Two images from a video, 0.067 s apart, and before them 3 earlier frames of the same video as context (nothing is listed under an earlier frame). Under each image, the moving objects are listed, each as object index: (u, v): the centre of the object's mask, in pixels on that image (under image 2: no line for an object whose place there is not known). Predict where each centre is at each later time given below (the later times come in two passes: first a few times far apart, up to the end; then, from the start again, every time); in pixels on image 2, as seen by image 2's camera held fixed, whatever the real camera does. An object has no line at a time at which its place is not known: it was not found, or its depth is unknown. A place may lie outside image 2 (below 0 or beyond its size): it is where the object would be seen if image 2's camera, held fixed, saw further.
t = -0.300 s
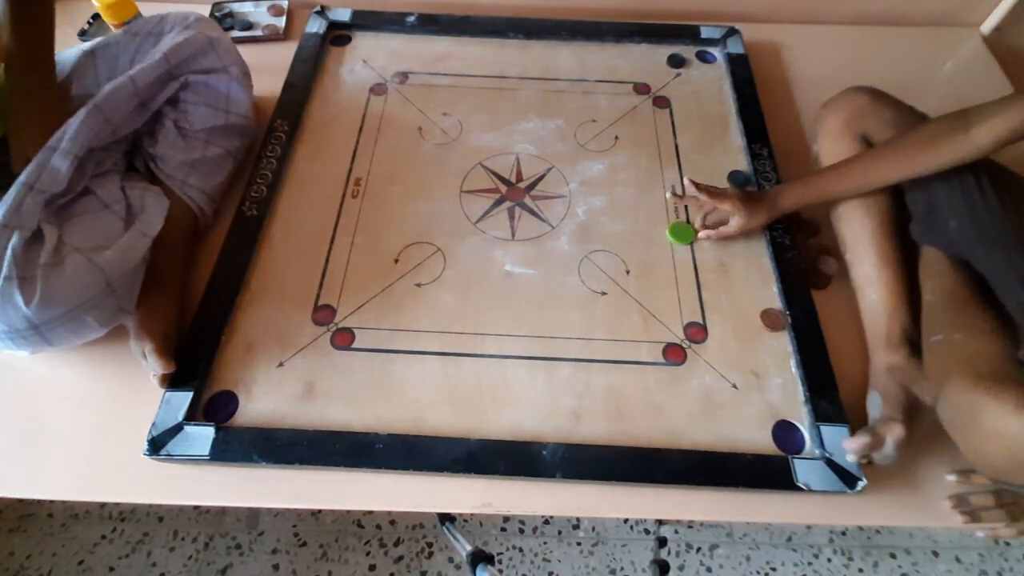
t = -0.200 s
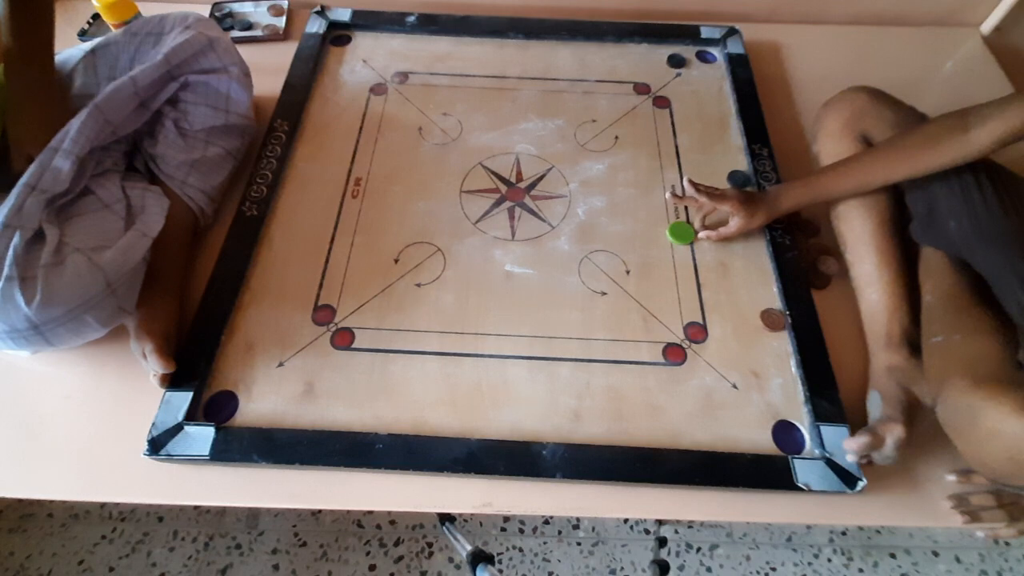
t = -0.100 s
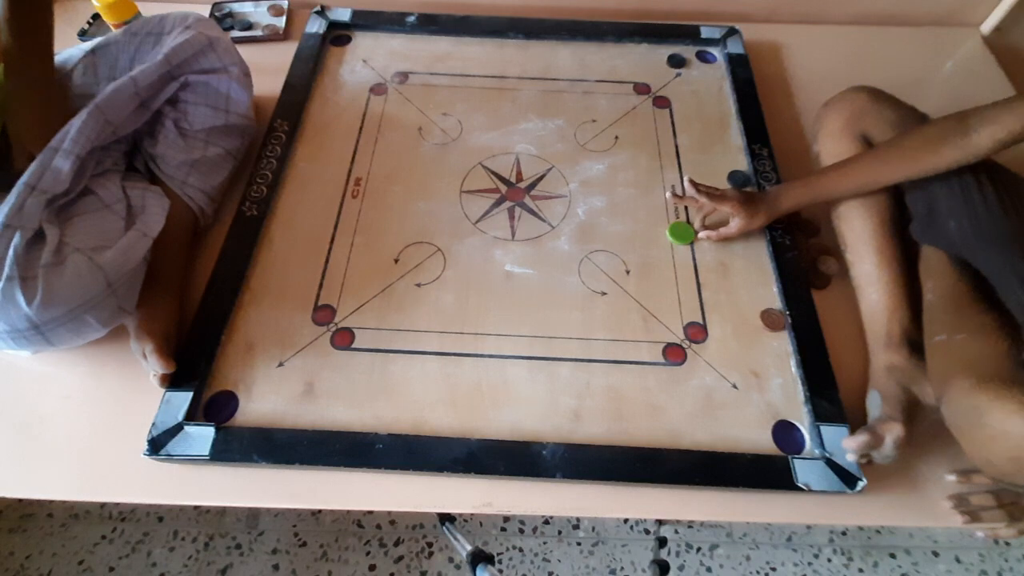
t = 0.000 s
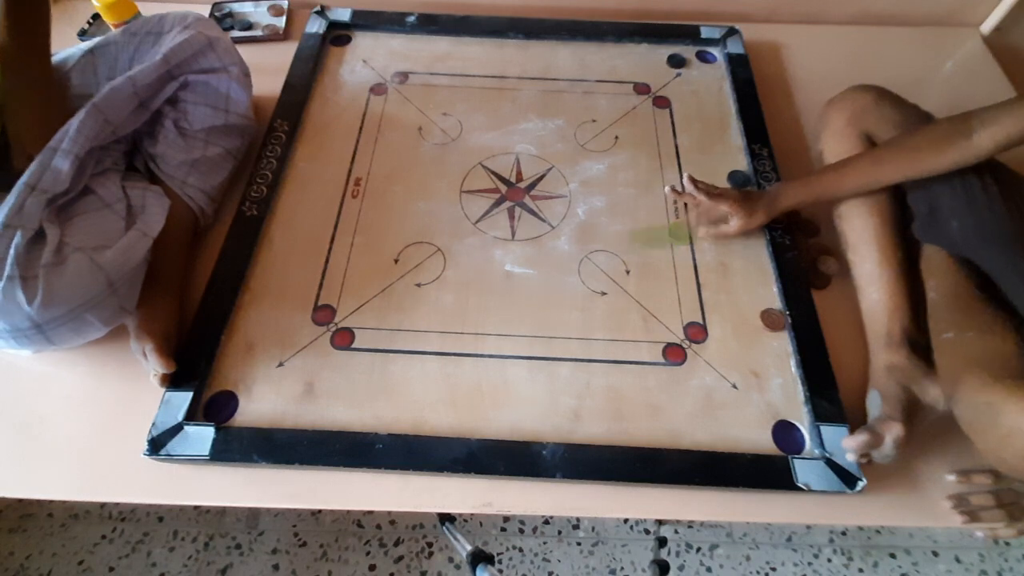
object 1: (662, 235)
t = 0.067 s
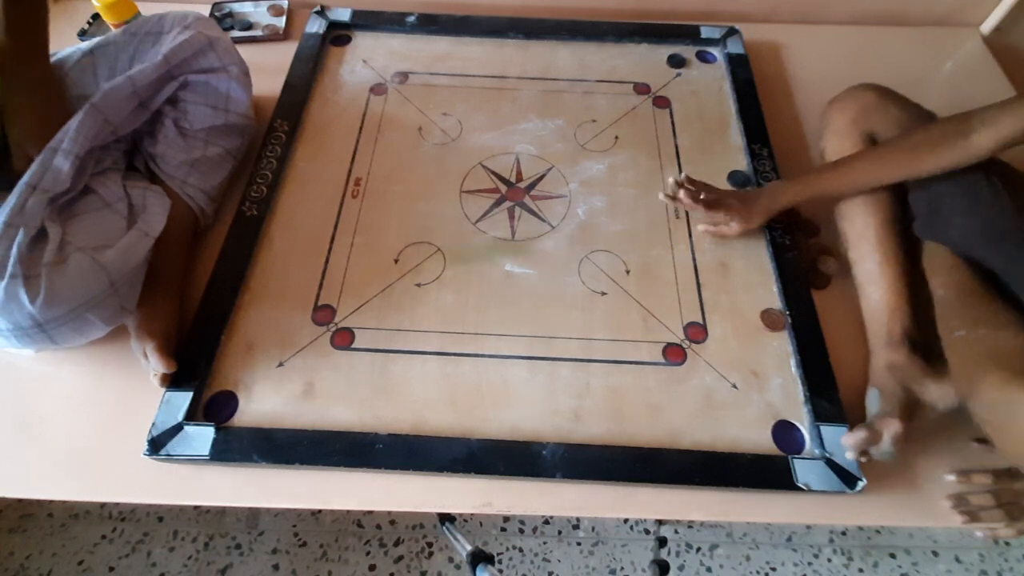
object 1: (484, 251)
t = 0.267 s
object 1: (438, 296)
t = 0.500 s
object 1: (741, 346)
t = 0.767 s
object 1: (639, 357)
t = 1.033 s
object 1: (546, 362)
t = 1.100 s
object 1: (534, 364)
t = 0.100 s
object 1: (386, 258)
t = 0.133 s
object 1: (285, 271)
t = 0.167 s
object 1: (287, 275)
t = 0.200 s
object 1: (343, 282)
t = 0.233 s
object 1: (387, 289)
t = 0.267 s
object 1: (438, 296)
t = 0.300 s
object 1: (482, 302)
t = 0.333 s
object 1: (525, 309)
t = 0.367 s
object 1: (570, 316)
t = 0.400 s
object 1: (610, 324)
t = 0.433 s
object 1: (654, 331)
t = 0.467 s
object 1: (697, 338)
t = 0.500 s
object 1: (741, 346)
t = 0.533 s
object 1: (773, 352)
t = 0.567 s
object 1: (754, 353)
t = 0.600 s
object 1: (734, 353)
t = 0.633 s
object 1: (711, 354)
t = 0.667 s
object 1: (692, 355)
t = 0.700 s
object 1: (674, 355)
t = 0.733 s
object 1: (655, 356)
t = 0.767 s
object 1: (639, 357)
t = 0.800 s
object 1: (625, 357)
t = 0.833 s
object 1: (610, 358)
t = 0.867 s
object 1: (598, 359)
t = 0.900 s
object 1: (586, 360)
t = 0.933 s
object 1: (575, 360)
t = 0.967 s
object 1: (564, 361)
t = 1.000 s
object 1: (554, 362)
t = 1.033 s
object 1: (546, 362)
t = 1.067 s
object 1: (539, 363)
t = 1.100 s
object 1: (534, 364)
